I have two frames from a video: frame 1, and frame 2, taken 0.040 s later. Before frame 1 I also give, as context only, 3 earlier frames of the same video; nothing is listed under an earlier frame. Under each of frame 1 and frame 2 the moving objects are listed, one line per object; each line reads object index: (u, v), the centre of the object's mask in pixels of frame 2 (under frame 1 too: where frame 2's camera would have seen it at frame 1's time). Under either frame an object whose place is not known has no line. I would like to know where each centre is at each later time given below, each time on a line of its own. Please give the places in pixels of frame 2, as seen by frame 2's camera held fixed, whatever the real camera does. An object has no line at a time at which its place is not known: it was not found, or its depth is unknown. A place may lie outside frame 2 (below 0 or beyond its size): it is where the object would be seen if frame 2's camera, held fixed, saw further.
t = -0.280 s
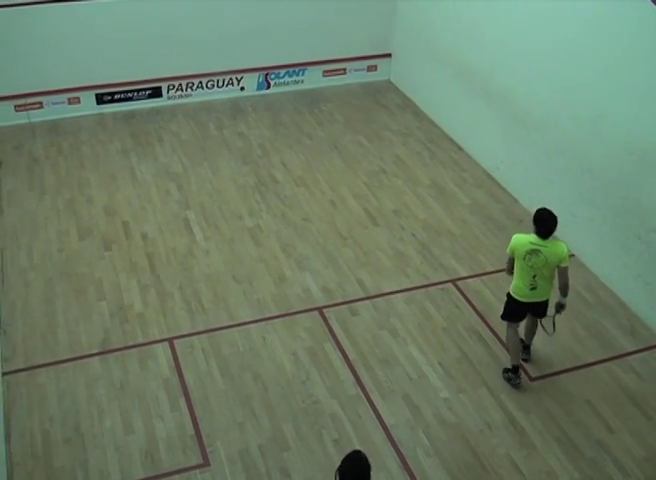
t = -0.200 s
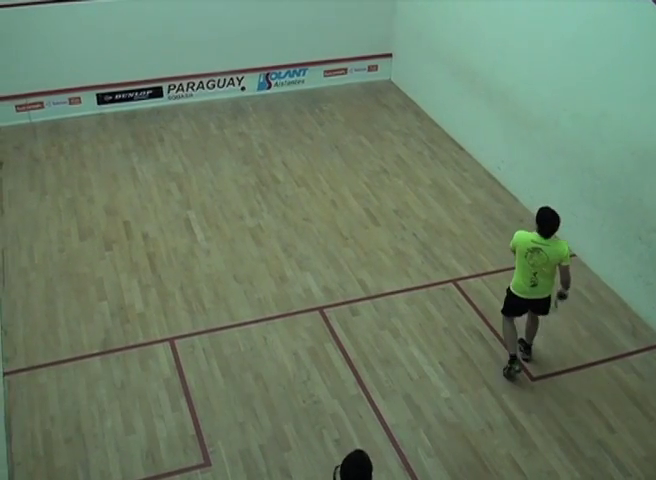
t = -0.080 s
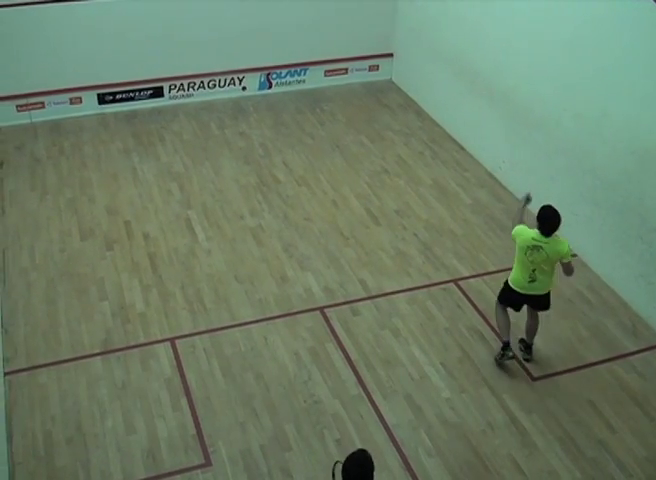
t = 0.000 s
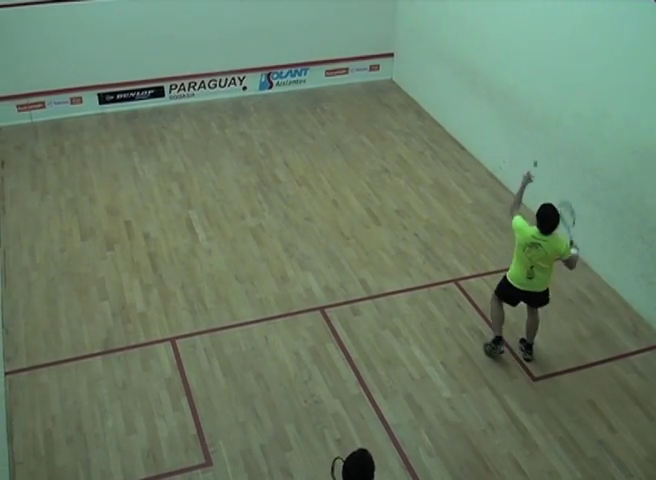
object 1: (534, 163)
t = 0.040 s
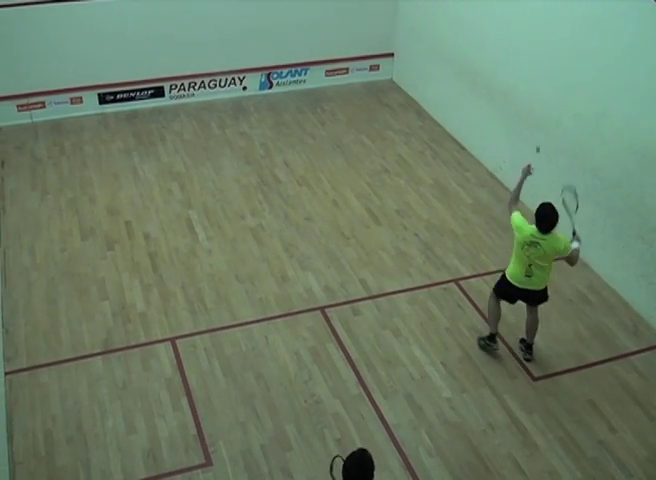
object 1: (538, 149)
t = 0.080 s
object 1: (540, 136)
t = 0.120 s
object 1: (544, 121)
